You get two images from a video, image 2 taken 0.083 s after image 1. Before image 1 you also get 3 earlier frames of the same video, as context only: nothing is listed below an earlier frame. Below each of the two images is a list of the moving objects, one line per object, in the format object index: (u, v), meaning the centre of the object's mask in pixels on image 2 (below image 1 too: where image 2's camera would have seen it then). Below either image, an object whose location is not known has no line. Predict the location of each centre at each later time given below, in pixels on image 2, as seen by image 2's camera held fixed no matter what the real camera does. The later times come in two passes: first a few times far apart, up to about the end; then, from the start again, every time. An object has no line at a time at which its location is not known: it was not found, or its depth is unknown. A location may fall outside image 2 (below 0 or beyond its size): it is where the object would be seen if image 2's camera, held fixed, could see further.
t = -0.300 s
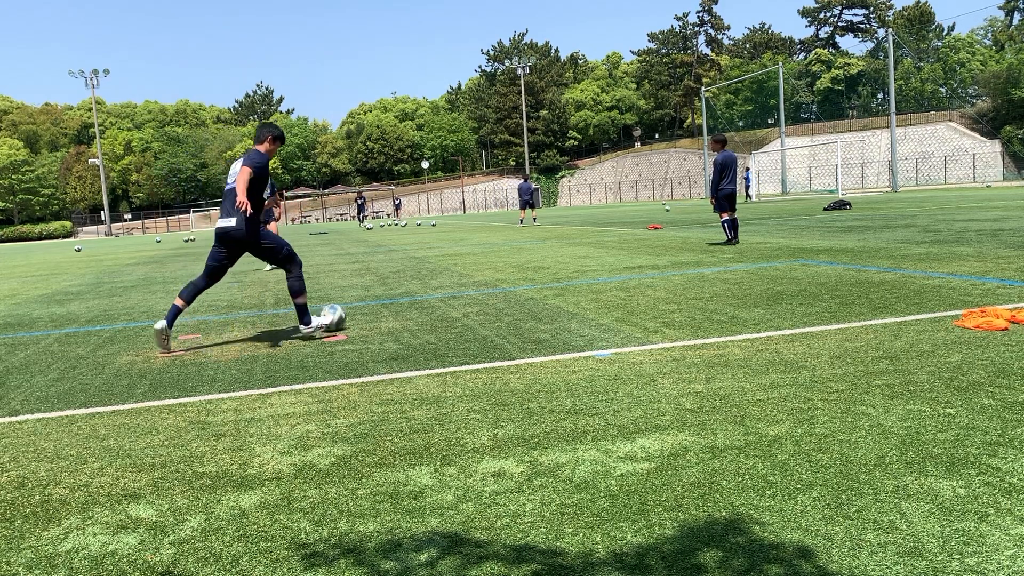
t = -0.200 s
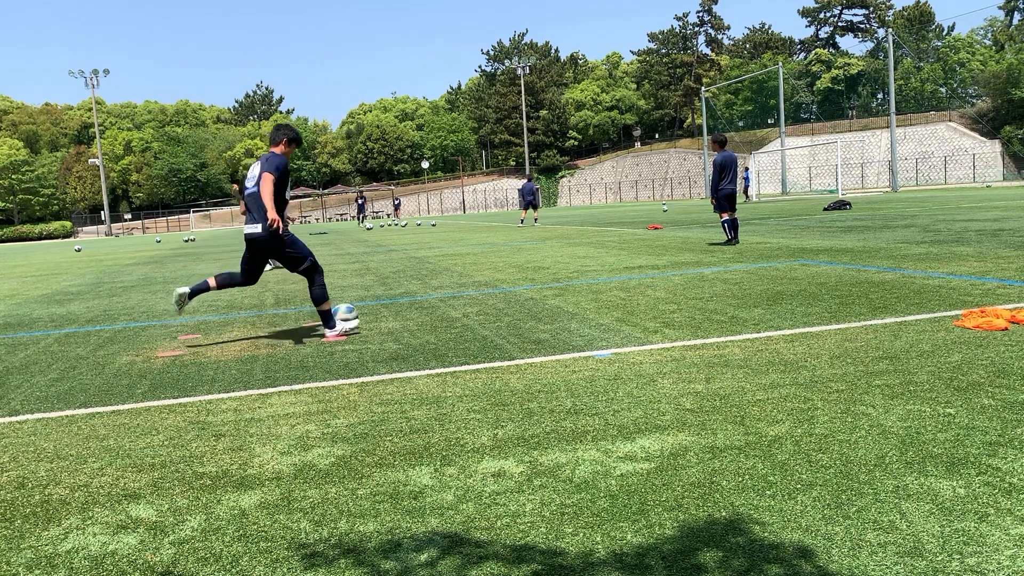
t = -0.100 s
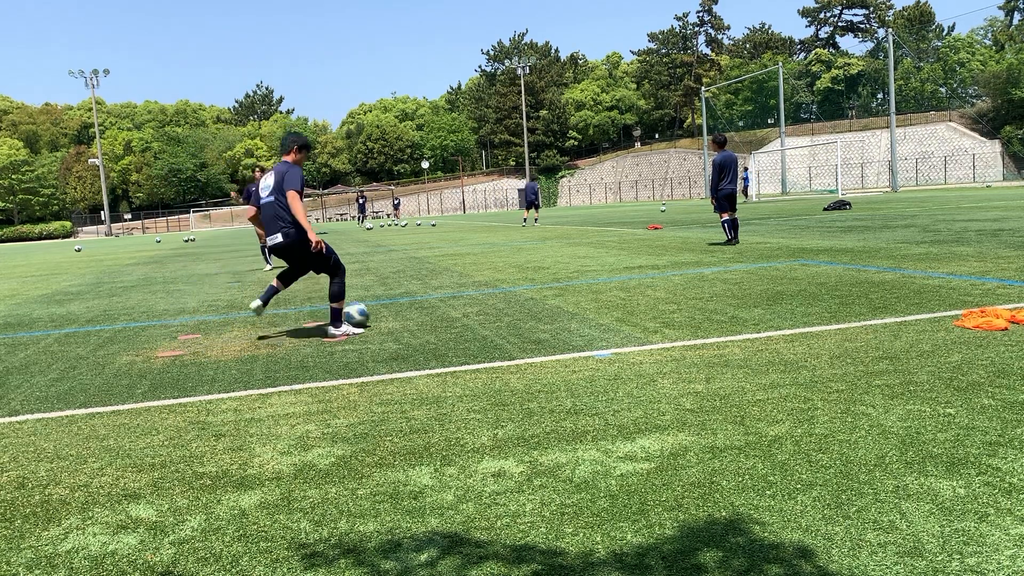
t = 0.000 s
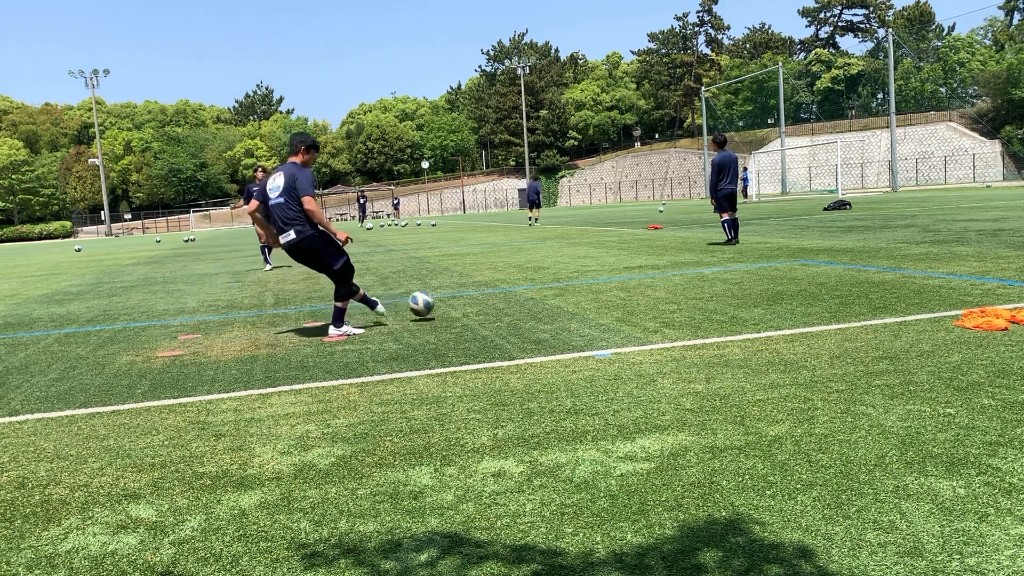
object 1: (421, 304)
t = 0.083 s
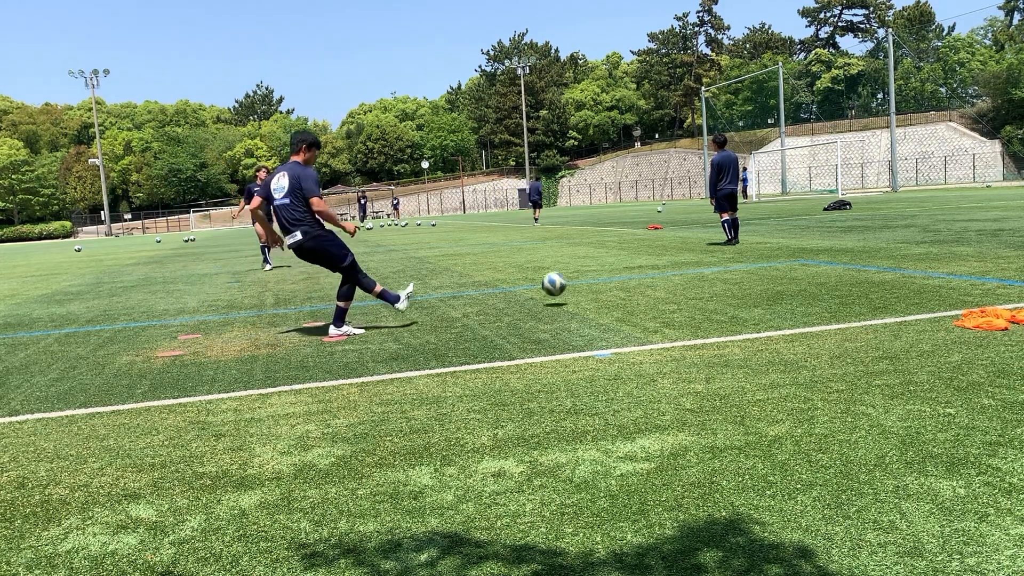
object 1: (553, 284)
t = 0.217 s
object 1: (741, 269)
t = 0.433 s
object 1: (974, 245)
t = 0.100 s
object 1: (578, 281)
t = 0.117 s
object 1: (603, 278)
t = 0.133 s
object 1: (627, 276)
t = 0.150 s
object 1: (651, 274)
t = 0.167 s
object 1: (674, 272)
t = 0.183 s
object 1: (697, 271)
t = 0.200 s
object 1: (720, 270)
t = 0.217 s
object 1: (741, 269)
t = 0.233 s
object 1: (763, 269)
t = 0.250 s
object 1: (785, 269)
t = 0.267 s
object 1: (805, 267)
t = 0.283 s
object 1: (823, 263)
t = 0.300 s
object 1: (841, 260)
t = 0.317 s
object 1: (858, 257)
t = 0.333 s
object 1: (875, 254)
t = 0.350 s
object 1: (892, 252)
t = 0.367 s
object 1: (909, 250)
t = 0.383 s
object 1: (925, 248)
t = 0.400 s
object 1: (942, 247)
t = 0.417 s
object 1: (958, 246)
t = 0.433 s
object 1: (974, 245)
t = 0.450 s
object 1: (989, 244)
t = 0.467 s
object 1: (1005, 244)
